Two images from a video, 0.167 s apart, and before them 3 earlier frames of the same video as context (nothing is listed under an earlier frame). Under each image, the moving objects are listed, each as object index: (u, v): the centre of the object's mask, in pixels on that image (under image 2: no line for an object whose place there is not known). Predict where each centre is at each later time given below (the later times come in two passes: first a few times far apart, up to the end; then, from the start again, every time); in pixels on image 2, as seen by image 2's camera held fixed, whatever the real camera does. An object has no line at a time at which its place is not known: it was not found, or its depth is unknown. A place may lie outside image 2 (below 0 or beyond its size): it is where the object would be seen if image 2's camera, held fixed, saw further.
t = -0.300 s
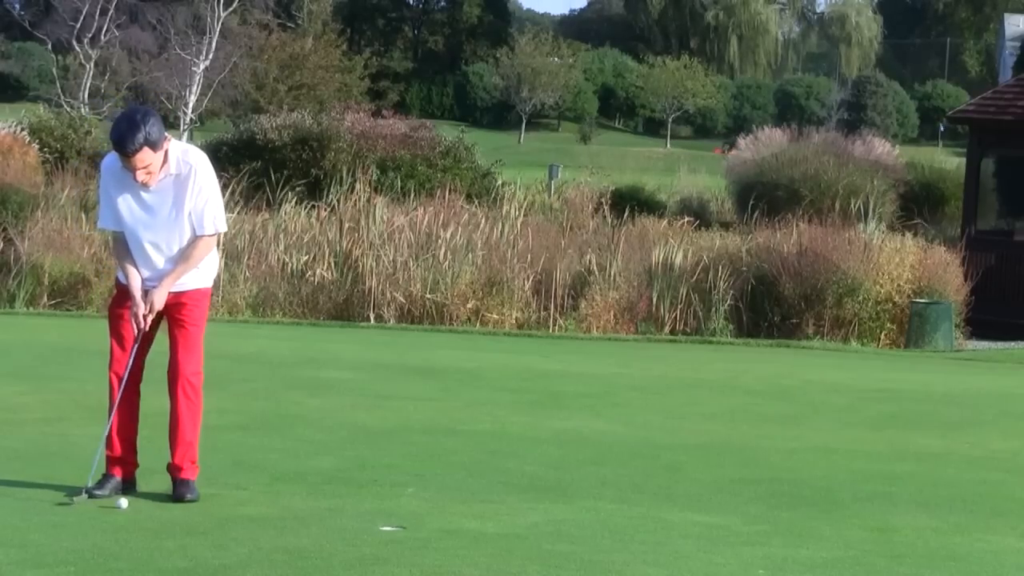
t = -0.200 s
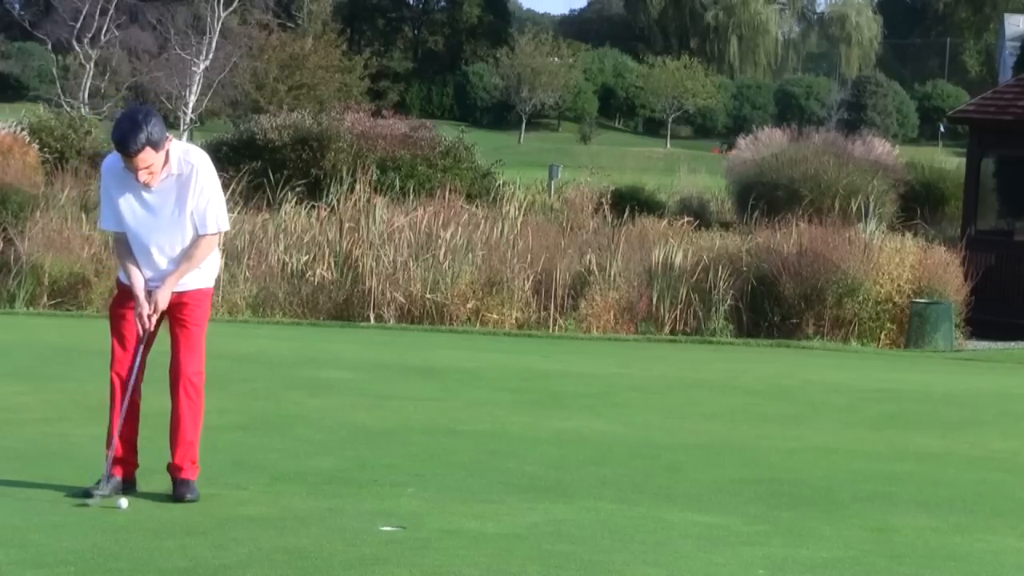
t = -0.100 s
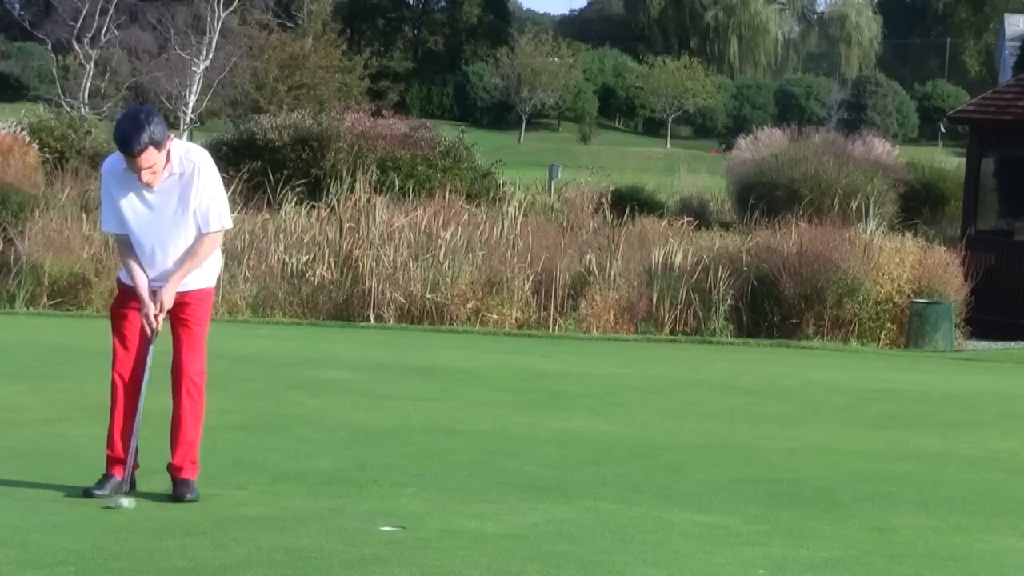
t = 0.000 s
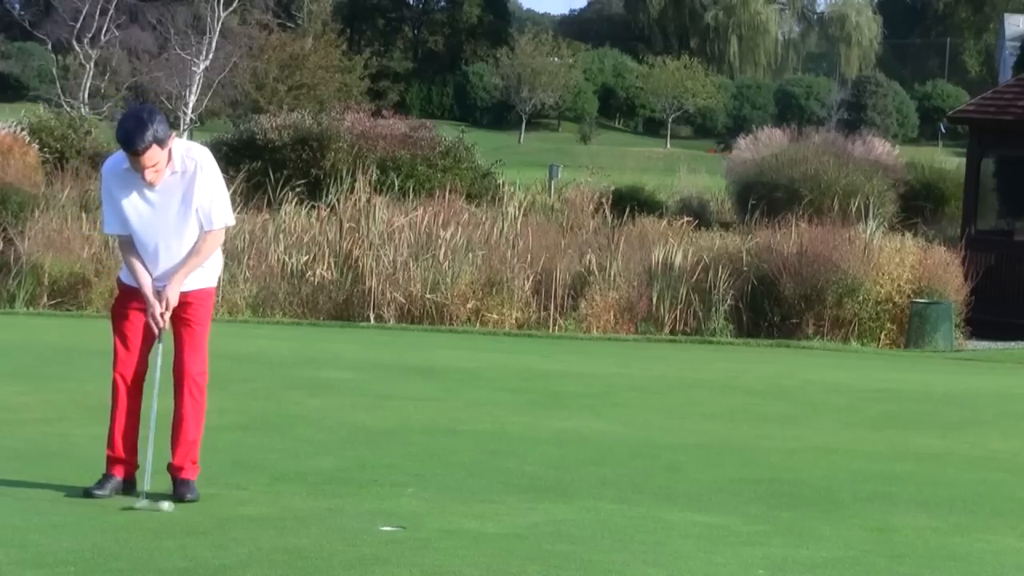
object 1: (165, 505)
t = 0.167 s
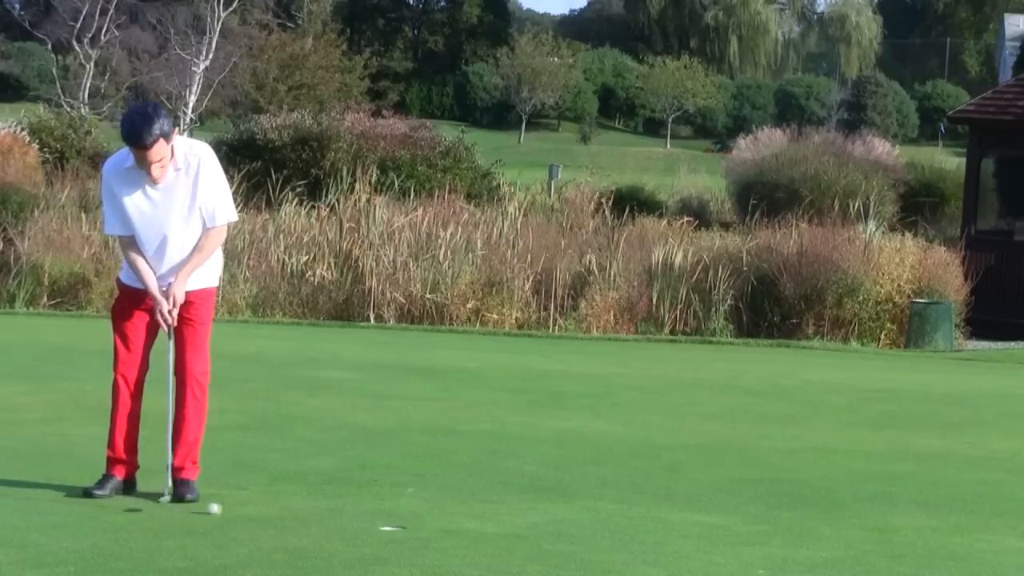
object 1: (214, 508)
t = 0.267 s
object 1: (240, 510)
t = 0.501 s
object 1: (295, 513)
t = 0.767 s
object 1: (344, 515)
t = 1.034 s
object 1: (377, 516)
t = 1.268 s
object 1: (394, 516)
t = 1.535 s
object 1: (400, 515)
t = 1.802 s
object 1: (400, 515)
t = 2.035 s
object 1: (400, 515)
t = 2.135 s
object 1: (400, 515)
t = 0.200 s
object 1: (223, 508)
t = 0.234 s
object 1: (232, 509)
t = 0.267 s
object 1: (240, 510)
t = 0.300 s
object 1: (248, 510)
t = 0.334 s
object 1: (256, 511)
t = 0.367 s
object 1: (264, 511)
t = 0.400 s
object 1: (272, 511)
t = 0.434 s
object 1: (280, 512)
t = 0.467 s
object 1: (288, 512)
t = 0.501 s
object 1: (295, 513)
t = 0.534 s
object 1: (302, 513)
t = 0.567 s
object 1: (308, 514)
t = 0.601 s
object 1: (315, 513)
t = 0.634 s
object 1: (321, 514)
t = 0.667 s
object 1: (327, 514)
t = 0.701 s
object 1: (333, 514)
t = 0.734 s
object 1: (338, 514)
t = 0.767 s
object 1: (344, 515)
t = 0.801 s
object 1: (349, 515)
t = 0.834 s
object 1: (353, 515)
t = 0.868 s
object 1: (358, 515)
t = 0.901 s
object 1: (363, 515)
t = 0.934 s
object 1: (367, 515)
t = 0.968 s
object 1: (371, 515)
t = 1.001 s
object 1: (374, 516)
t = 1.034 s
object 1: (377, 516)
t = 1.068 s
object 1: (380, 516)
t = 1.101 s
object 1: (383, 516)
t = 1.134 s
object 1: (386, 516)
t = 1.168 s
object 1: (388, 516)
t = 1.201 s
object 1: (390, 516)
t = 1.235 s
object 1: (392, 516)
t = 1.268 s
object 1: (394, 516)
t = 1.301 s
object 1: (396, 516)
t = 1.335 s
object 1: (397, 516)
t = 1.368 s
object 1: (398, 516)
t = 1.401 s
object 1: (399, 516)
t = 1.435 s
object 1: (399, 515)
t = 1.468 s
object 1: (400, 515)
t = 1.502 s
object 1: (400, 515)
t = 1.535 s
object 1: (400, 515)
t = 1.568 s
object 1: (400, 515)
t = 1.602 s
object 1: (400, 515)
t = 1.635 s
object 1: (400, 515)
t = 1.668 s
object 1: (400, 515)
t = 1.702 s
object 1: (400, 515)
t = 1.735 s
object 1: (400, 515)
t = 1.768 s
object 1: (400, 515)
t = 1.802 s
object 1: (400, 515)
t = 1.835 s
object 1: (400, 515)
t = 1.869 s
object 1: (400, 515)
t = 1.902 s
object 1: (400, 515)
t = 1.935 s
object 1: (400, 515)
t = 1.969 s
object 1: (400, 515)
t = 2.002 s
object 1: (400, 515)
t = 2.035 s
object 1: (400, 515)
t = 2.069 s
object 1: (400, 515)
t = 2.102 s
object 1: (400, 515)
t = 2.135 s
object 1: (400, 515)
